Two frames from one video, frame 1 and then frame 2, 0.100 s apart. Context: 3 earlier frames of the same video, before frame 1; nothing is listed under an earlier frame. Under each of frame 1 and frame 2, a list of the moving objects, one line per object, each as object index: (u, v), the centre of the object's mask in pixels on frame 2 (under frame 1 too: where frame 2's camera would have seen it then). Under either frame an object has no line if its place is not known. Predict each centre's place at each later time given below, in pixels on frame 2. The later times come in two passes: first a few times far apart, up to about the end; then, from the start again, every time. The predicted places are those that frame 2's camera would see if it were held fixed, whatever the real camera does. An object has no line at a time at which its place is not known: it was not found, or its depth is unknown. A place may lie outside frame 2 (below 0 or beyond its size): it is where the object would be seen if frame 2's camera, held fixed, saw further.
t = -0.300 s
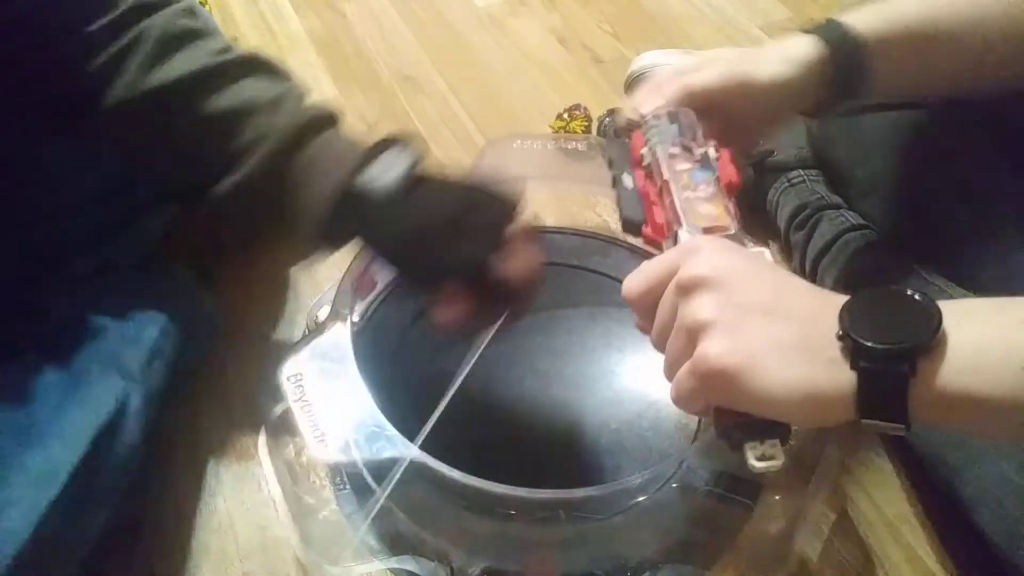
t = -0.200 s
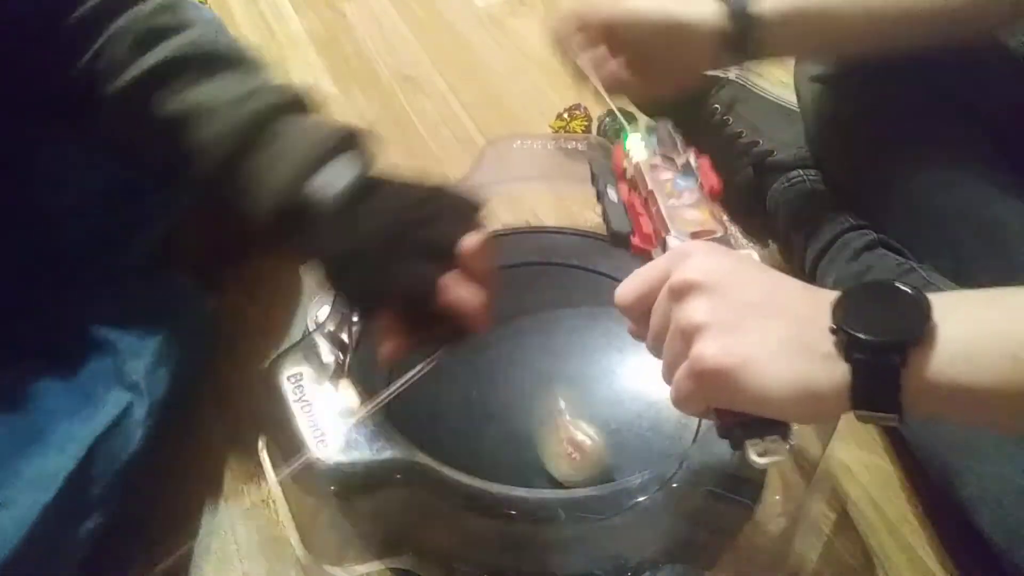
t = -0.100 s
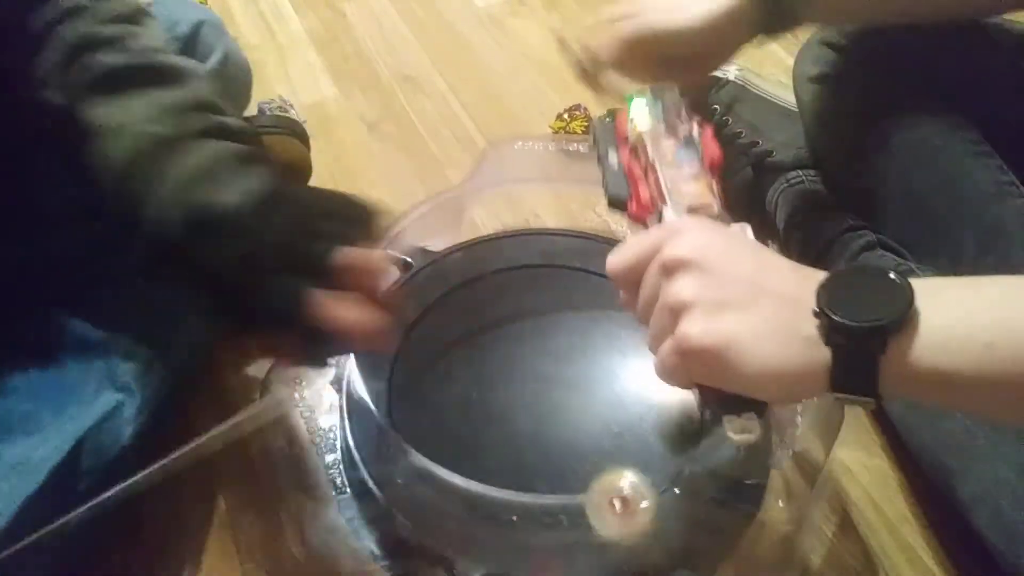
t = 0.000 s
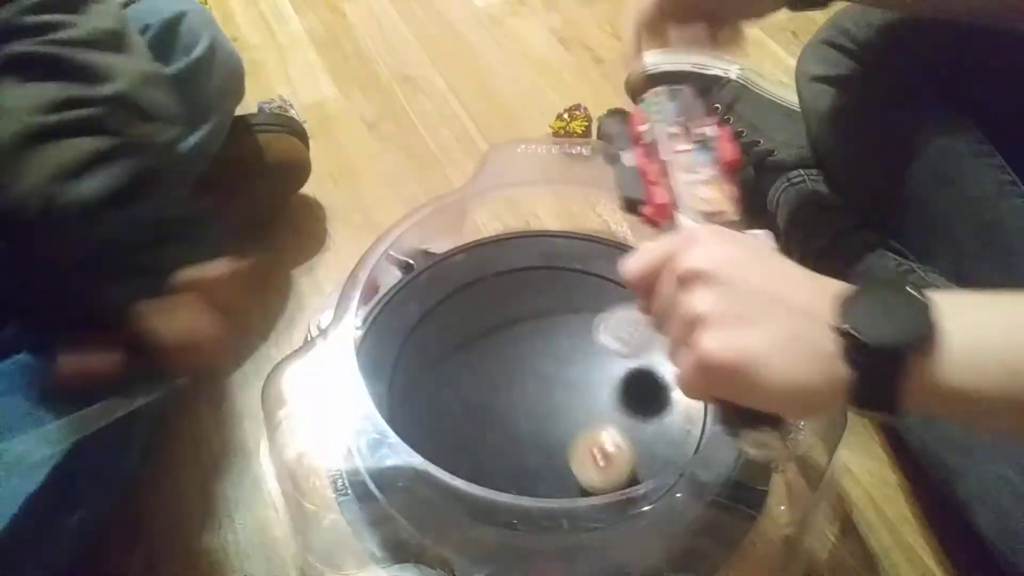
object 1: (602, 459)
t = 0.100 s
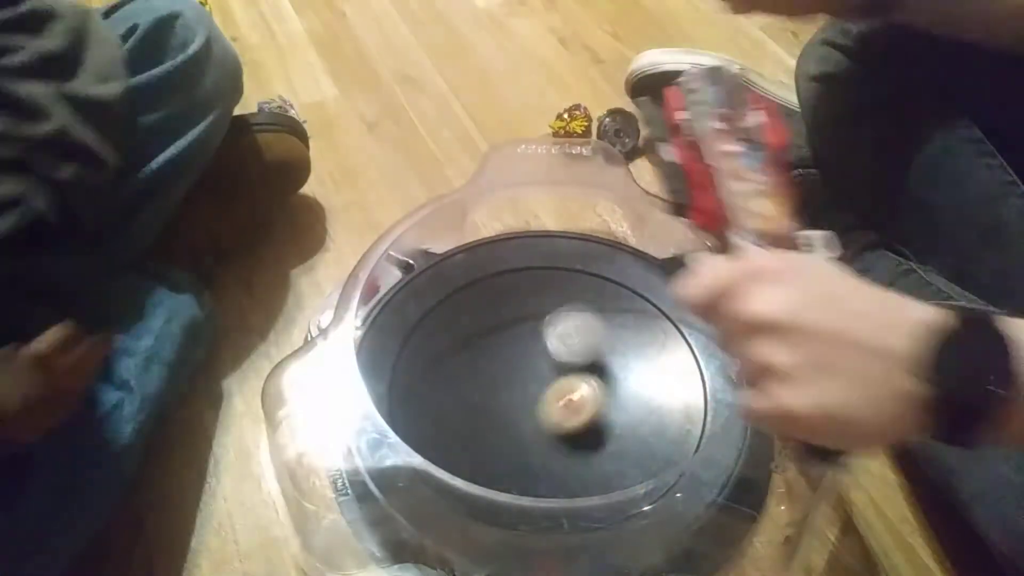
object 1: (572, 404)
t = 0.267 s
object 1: (486, 479)
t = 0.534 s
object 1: (505, 481)
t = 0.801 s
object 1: (596, 379)
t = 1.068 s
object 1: (581, 345)
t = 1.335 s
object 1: (538, 392)
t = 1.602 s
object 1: (529, 426)
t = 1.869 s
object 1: (538, 433)
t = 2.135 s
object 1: (538, 417)
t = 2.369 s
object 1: (515, 400)
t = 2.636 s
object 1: (483, 377)
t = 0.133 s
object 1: (553, 422)
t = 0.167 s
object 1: (534, 439)
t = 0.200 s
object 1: (515, 455)
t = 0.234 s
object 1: (502, 464)
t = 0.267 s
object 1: (486, 479)
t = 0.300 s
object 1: (477, 486)
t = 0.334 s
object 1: (470, 493)
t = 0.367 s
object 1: (466, 496)
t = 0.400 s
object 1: (468, 498)
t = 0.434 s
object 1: (473, 496)
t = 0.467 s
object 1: (481, 492)
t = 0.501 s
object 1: (492, 489)
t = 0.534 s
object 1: (505, 481)
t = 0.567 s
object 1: (518, 470)
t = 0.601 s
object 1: (533, 460)
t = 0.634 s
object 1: (545, 450)
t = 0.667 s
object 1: (559, 437)
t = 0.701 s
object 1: (570, 423)
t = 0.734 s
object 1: (580, 408)
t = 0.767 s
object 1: (588, 393)
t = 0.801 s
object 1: (596, 379)
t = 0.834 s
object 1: (600, 367)
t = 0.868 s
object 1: (604, 356)
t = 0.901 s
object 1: (604, 348)
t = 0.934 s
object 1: (603, 343)
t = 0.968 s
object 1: (600, 340)
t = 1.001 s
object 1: (594, 339)
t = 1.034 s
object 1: (588, 341)
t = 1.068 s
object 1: (581, 345)
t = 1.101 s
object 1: (575, 350)
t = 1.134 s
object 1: (567, 355)
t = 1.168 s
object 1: (561, 361)
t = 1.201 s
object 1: (556, 367)
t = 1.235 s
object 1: (550, 373)
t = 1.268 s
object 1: (546, 379)
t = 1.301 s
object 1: (542, 386)
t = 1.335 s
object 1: (538, 392)
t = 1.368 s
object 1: (535, 398)
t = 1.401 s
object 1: (532, 403)
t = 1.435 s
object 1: (530, 408)
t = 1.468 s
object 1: (529, 412)
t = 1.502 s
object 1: (528, 416)
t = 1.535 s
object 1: (528, 420)
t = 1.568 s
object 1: (529, 424)
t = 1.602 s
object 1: (529, 426)
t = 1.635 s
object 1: (530, 429)
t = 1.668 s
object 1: (531, 430)
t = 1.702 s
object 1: (532, 433)
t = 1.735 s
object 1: (533, 434)
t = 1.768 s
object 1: (534, 433)
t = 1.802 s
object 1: (536, 434)
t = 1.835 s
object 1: (537, 433)
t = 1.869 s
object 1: (538, 433)
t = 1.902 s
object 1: (540, 432)
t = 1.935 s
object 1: (541, 430)
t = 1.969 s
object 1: (542, 429)
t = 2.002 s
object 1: (543, 426)
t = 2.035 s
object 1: (543, 424)
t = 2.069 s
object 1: (542, 422)
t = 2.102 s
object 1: (540, 420)
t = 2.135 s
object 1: (538, 417)
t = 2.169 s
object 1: (535, 414)
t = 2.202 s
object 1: (532, 411)
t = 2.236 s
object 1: (529, 408)
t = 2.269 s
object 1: (526, 406)
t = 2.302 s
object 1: (522, 404)
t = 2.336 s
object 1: (519, 403)
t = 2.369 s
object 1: (515, 400)
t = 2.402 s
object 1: (510, 398)
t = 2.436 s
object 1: (506, 394)
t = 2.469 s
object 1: (502, 389)
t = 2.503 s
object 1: (498, 383)
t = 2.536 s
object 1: (494, 380)
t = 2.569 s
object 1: (489, 379)
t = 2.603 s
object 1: (485, 379)
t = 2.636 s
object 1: (483, 377)
